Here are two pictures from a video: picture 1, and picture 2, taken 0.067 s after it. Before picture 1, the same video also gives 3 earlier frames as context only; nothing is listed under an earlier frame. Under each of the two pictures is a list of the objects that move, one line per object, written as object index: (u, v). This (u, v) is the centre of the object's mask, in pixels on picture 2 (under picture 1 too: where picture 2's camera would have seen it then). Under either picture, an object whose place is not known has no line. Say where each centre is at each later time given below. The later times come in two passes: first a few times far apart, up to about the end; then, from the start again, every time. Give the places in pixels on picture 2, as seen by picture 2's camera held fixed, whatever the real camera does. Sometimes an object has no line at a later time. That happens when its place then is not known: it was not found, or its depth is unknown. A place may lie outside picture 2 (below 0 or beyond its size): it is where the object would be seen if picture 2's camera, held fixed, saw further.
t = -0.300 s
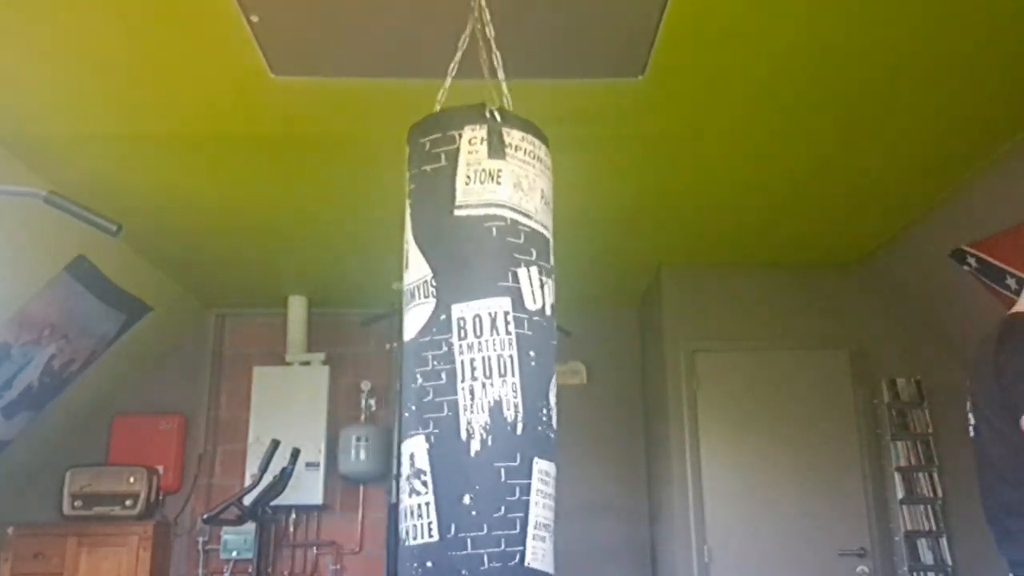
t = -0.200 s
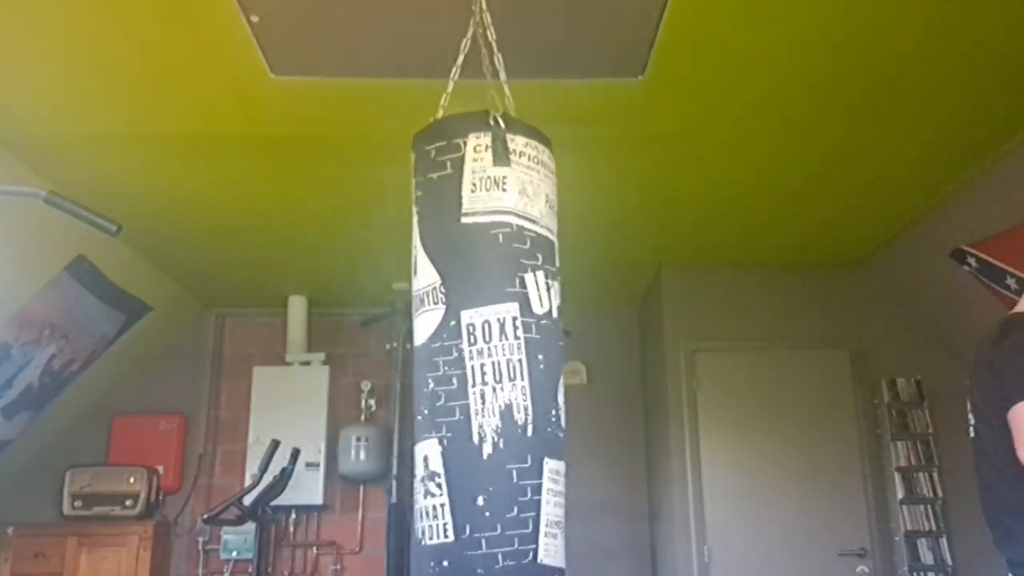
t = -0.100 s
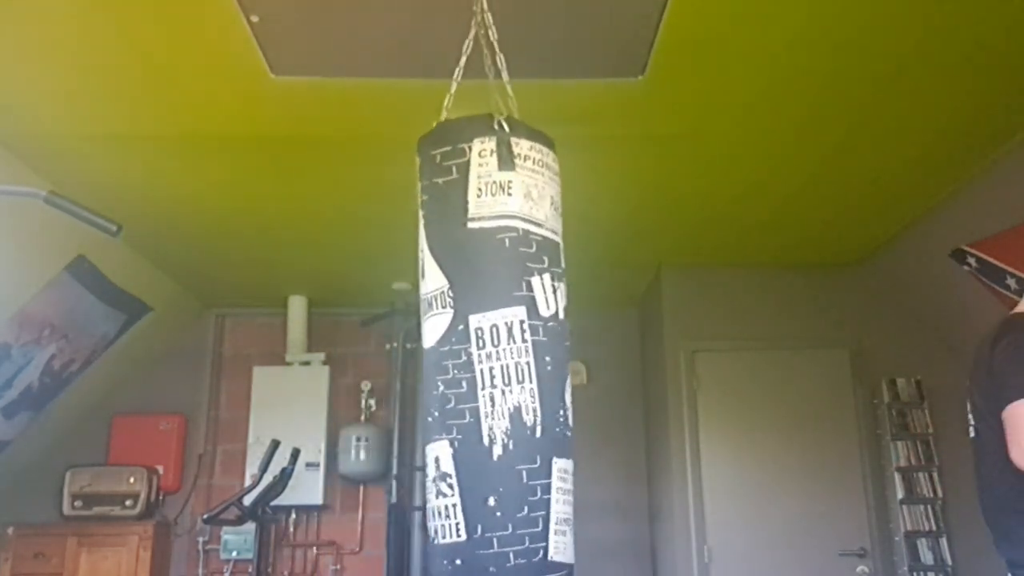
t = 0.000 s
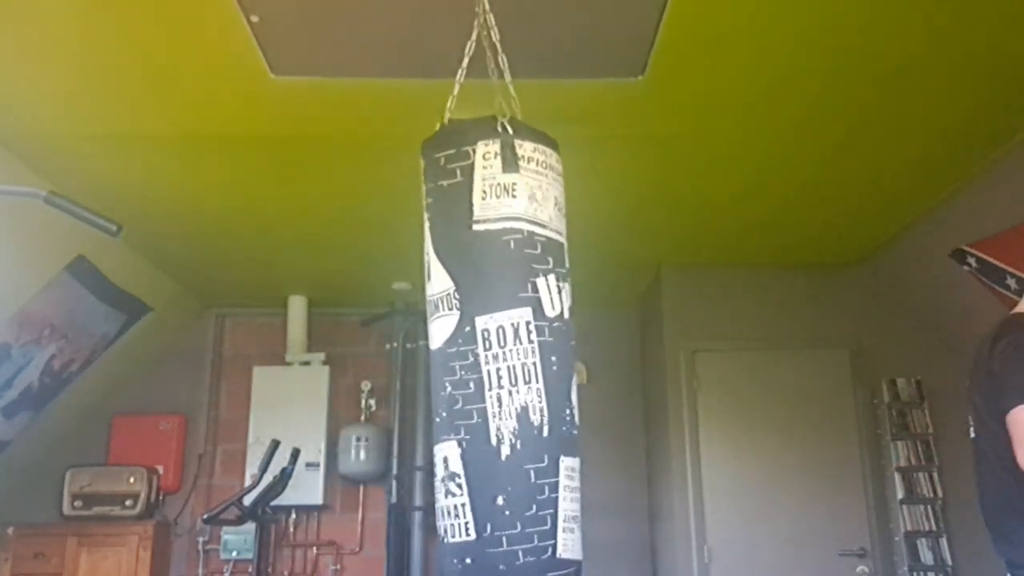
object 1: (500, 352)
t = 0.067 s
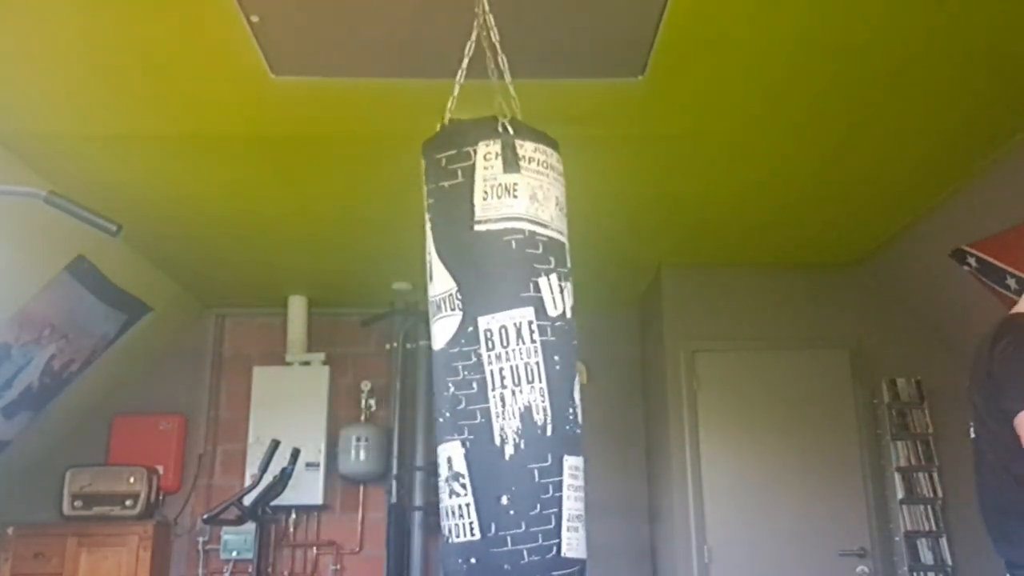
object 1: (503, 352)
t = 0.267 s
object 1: (506, 351)
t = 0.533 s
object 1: (494, 347)
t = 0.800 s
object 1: (469, 340)
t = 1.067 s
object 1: (444, 335)
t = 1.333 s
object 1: (442, 337)
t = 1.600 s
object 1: (463, 343)
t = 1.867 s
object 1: (489, 351)
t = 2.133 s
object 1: (505, 352)
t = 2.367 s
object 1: (506, 352)
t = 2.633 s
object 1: (491, 348)
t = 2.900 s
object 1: (465, 340)
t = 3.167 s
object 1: (443, 336)
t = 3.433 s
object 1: (443, 336)
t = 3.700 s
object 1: (466, 342)
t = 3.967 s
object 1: (491, 350)
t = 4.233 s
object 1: (505, 352)
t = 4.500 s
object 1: (504, 352)
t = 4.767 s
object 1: (486, 348)
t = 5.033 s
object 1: (459, 340)
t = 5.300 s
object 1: (442, 335)
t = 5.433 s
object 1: (441, 336)
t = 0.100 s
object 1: (504, 352)
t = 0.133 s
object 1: (505, 352)
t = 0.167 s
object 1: (506, 352)
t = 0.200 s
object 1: (506, 352)
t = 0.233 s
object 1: (506, 352)
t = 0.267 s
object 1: (506, 351)
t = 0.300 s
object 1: (505, 351)
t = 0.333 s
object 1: (505, 351)
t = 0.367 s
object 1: (504, 351)
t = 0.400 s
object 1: (502, 350)
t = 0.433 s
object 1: (500, 349)
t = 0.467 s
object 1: (499, 349)
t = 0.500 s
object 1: (496, 348)
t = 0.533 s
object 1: (494, 347)
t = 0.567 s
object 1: (491, 346)
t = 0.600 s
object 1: (488, 345)
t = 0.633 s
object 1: (486, 345)
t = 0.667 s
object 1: (482, 344)
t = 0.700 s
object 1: (478, 342)
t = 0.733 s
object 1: (476, 342)
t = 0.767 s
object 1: (472, 340)
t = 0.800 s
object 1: (469, 340)
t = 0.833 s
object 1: (466, 338)
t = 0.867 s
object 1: (462, 338)
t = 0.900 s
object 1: (458, 337)
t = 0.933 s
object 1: (455, 337)
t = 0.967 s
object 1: (451, 336)
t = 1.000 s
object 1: (449, 336)
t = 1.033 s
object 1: (446, 336)
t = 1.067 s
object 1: (444, 335)
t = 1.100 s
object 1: (442, 335)
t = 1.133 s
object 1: (441, 336)
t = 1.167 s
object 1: (440, 335)
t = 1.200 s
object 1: (440, 335)
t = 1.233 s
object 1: (439, 335)
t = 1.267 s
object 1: (439, 335)
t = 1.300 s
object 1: (441, 336)
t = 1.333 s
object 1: (442, 337)
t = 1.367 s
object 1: (444, 338)
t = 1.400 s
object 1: (445, 338)
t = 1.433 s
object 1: (449, 339)
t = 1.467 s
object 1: (451, 340)
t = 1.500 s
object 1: (454, 342)
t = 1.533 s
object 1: (457, 342)
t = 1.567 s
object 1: (459, 342)
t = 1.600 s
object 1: (463, 343)
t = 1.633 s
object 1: (467, 344)
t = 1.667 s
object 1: (470, 346)
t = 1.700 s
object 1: (473, 346)
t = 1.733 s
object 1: (476, 348)
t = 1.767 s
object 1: (479, 349)
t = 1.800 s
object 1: (483, 349)
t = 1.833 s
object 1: (485, 349)
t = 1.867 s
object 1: (489, 351)
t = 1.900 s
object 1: (492, 352)
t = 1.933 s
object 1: (495, 352)
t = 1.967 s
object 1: (497, 352)
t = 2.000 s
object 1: (498, 352)
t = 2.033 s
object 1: (501, 352)
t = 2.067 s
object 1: (503, 352)
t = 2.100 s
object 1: (505, 352)
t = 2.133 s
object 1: (505, 352)
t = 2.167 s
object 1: (506, 352)
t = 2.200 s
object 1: (507, 353)
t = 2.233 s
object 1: (507, 353)
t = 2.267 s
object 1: (507, 353)
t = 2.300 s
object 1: (507, 352)
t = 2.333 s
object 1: (507, 352)
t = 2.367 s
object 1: (506, 352)
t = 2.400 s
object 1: (506, 352)
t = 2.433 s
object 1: (504, 351)
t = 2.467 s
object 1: (503, 352)
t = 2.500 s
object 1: (501, 351)
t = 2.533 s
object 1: (499, 350)
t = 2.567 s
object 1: (497, 350)
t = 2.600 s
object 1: (494, 349)
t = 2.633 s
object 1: (491, 348)
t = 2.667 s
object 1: (489, 347)
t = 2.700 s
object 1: (486, 347)
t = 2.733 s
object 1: (482, 345)
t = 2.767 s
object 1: (479, 345)
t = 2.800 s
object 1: (476, 343)
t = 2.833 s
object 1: (473, 344)
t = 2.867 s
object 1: (469, 342)
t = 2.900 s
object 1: (465, 340)
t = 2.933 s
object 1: (462, 339)
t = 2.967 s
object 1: (459, 338)
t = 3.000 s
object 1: (456, 338)
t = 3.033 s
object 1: (452, 337)
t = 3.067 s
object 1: (448, 335)
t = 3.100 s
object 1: (447, 337)
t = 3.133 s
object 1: (444, 335)
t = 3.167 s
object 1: (443, 336)
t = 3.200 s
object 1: (441, 335)
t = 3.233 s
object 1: (441, 336)
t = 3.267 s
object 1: (439, 334)
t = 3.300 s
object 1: (439, 334)
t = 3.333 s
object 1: (440, 335)
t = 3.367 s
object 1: (441, 336)
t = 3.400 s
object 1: (442, 336)
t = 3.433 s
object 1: (443, 336)
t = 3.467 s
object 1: (445, 336)
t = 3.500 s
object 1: (447, 337)
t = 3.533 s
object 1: (450, 338)
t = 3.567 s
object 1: (454, 339)
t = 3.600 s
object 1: (456, 340)
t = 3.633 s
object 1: (459, 340)
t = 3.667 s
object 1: (463, 341)
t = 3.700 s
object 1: (466, 342)
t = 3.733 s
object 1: (470, 344)
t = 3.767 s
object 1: (473, 345)
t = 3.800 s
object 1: (477, 346)
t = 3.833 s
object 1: (478, 347)
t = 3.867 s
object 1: (482, 348)
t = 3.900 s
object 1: (485, 348)
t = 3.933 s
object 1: (488, 349)
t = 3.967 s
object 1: (491, 350)
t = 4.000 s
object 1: (494, 350)
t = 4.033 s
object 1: (495, 350)
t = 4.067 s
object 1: (497, 351)
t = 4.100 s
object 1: (499, 351)
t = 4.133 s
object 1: (501, 351)
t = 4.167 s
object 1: (503, 351)
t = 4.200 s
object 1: (504, 351)
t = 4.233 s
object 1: (505, 352)
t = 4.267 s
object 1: (506, 352)
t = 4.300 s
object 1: (506, 352)
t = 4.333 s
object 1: (506, 352)
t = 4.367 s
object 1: (506, 352)
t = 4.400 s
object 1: (506, 353)
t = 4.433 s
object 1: (506, 352)
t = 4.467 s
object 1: (505, 352)
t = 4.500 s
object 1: (504, 352)
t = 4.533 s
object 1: (502, 352)
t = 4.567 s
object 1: (500, 351)
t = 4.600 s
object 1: (499, 352)
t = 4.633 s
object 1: (497, 351)
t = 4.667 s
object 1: (494, 350)
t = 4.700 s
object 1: (491, 350)
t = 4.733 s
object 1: (489, 349)
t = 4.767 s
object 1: (486, 348)
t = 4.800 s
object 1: (482, 347)
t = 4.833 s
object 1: (479, 347)
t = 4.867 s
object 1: (475, 344)
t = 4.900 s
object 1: (473, 344)
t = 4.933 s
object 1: (469, 342)
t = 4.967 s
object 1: (466, 342)
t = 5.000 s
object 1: (463, 341)
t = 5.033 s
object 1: (459, 340)
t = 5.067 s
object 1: (457, 339)
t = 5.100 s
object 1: (454, 338)
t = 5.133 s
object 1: (451, 336)
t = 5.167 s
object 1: (448, 336)
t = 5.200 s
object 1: (445, 336)
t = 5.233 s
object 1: (443, 334)
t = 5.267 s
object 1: (441, 335)
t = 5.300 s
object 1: (442, 335)
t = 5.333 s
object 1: (441, 336)
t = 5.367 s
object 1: (441, 336)
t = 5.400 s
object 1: (441, 336)
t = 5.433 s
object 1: (441, 336)
